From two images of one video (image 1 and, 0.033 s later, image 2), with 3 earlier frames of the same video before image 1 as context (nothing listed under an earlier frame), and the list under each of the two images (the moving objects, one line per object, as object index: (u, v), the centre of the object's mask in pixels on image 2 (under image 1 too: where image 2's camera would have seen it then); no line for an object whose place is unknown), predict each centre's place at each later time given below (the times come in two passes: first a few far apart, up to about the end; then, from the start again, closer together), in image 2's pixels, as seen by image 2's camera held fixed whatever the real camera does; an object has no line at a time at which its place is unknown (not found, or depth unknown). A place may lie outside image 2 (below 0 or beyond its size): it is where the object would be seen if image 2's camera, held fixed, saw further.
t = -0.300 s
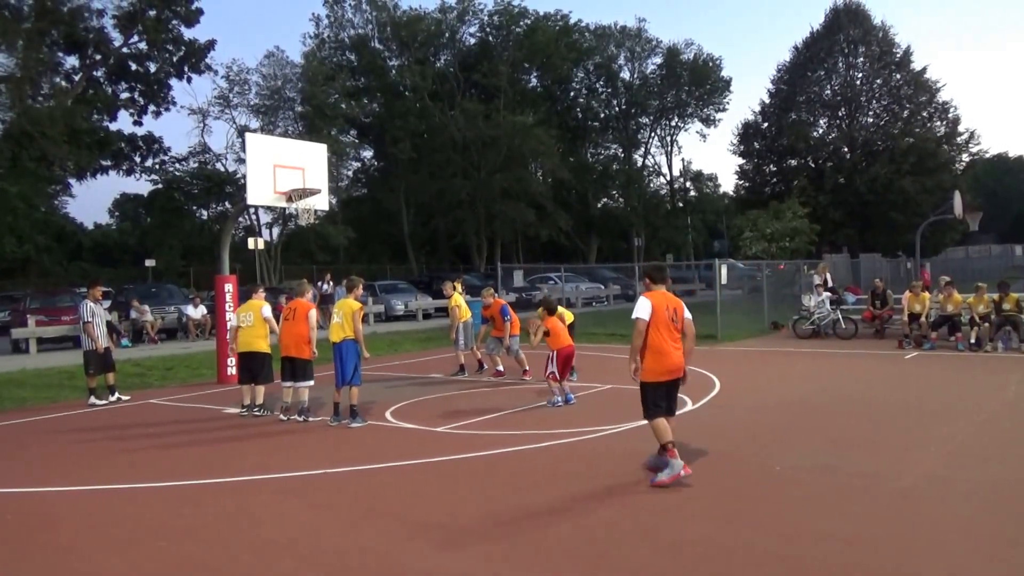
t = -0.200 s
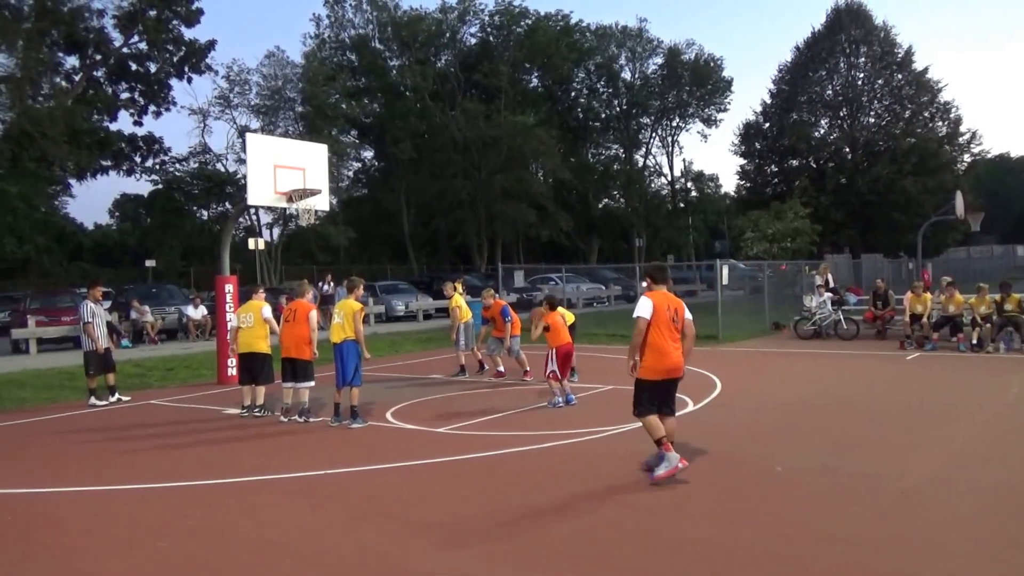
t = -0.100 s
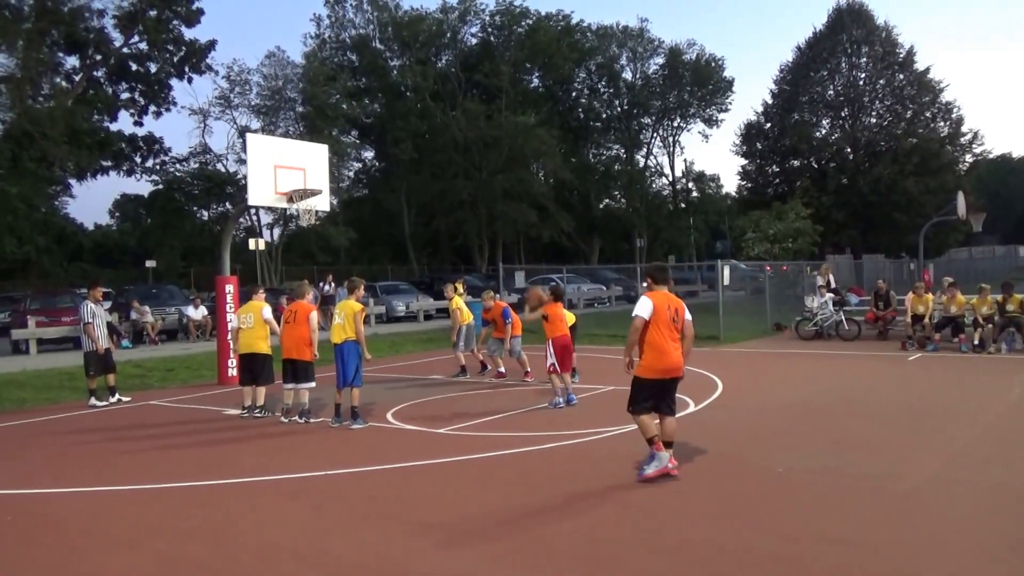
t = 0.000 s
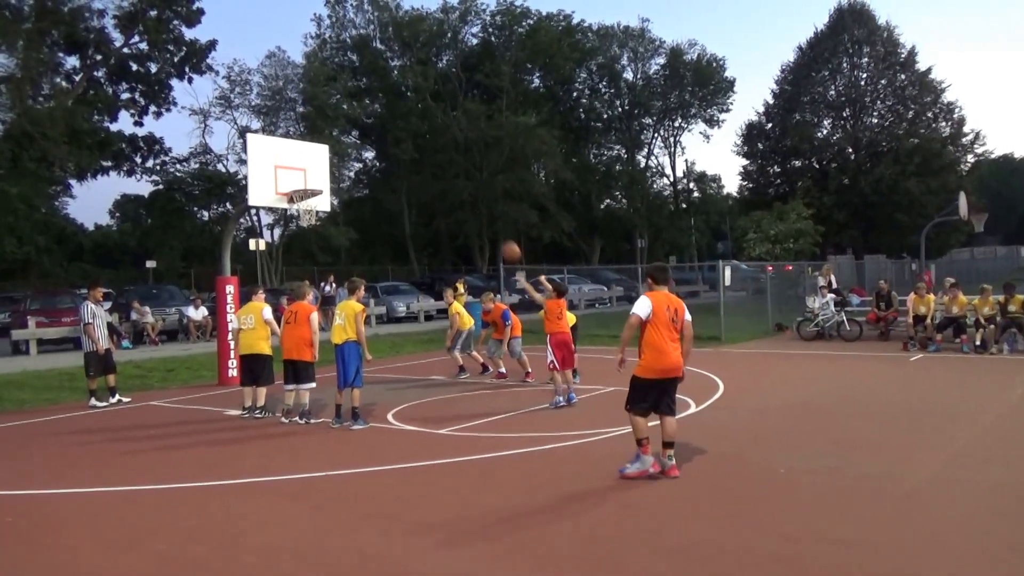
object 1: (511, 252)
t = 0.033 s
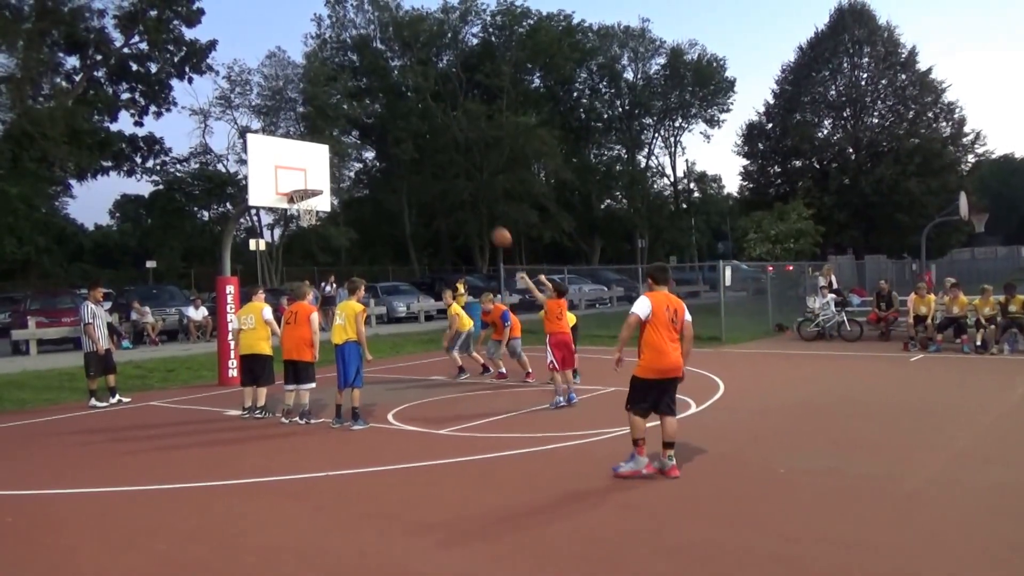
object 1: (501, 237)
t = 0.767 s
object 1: (339, 154)
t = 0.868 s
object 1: (322, 173)
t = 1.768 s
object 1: (309, 210)
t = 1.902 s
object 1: (307, 226)
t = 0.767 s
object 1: (339, 154)
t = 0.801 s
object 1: (334, 160)
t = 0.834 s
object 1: (328, 167)
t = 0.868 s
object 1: (322, 173)
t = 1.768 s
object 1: (309, 210)
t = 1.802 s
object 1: (310, 214)
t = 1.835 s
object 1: (309, 217)
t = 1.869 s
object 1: (308, 221)
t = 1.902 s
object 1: (307, 226)
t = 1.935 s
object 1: (308, 232)
